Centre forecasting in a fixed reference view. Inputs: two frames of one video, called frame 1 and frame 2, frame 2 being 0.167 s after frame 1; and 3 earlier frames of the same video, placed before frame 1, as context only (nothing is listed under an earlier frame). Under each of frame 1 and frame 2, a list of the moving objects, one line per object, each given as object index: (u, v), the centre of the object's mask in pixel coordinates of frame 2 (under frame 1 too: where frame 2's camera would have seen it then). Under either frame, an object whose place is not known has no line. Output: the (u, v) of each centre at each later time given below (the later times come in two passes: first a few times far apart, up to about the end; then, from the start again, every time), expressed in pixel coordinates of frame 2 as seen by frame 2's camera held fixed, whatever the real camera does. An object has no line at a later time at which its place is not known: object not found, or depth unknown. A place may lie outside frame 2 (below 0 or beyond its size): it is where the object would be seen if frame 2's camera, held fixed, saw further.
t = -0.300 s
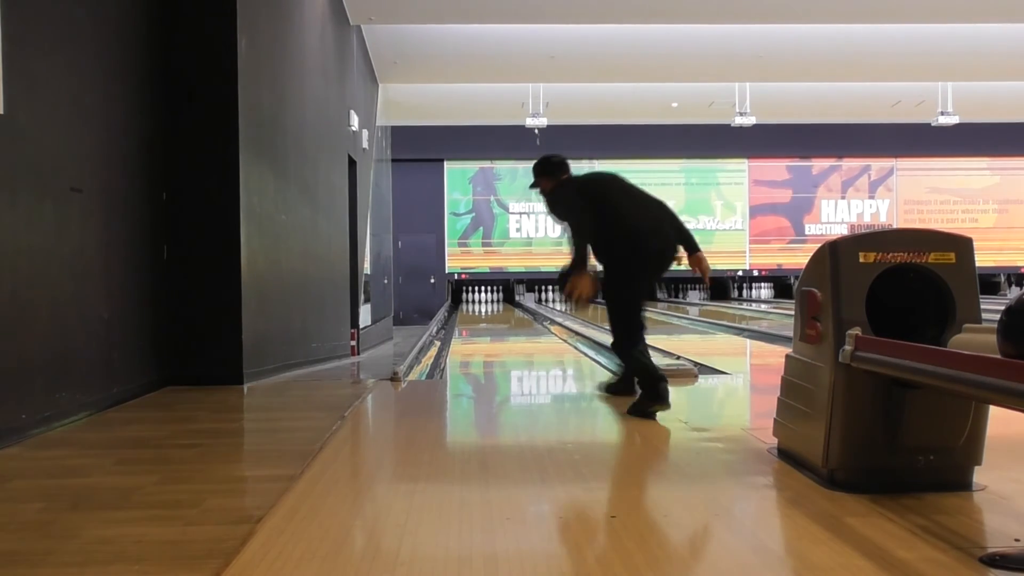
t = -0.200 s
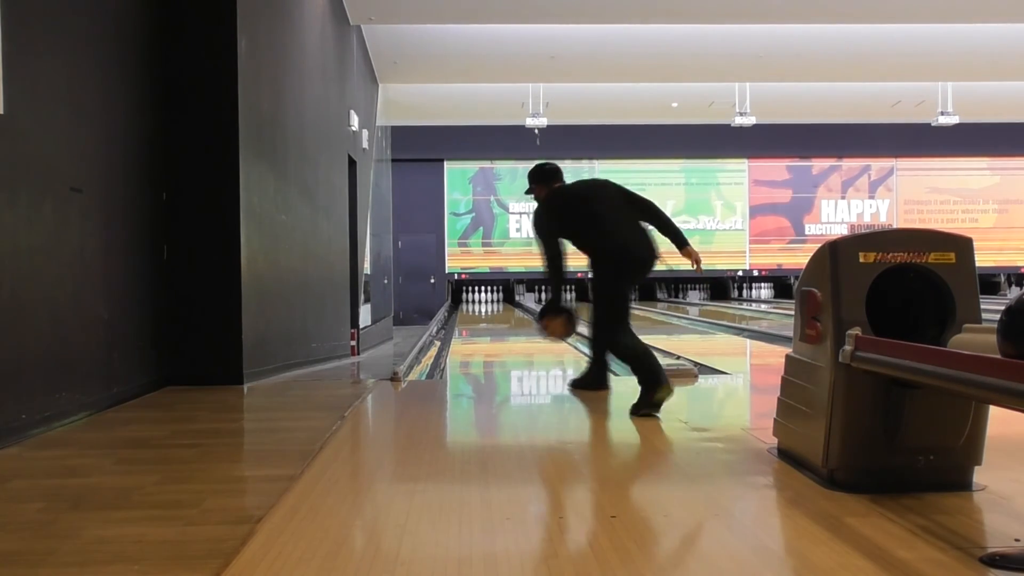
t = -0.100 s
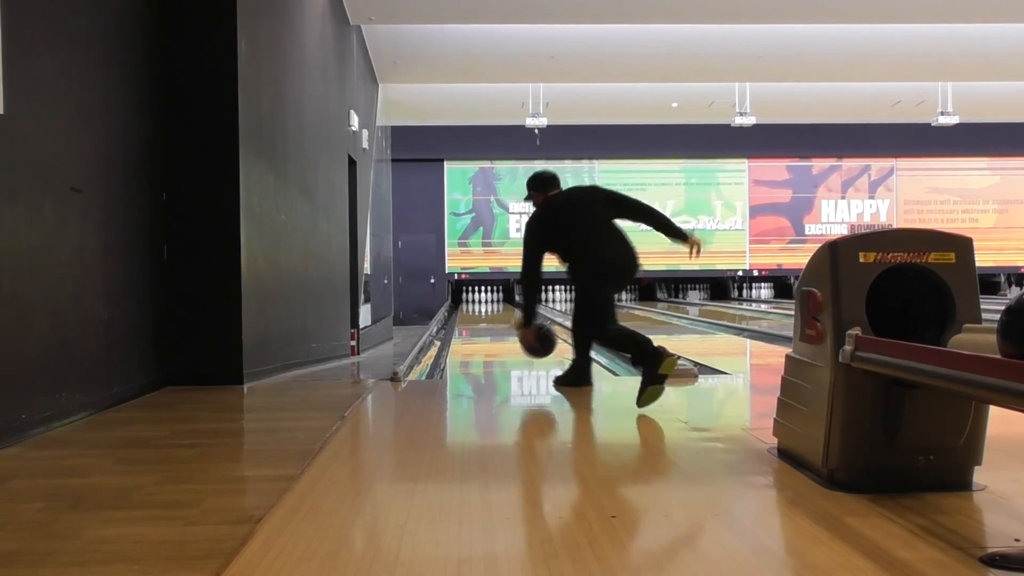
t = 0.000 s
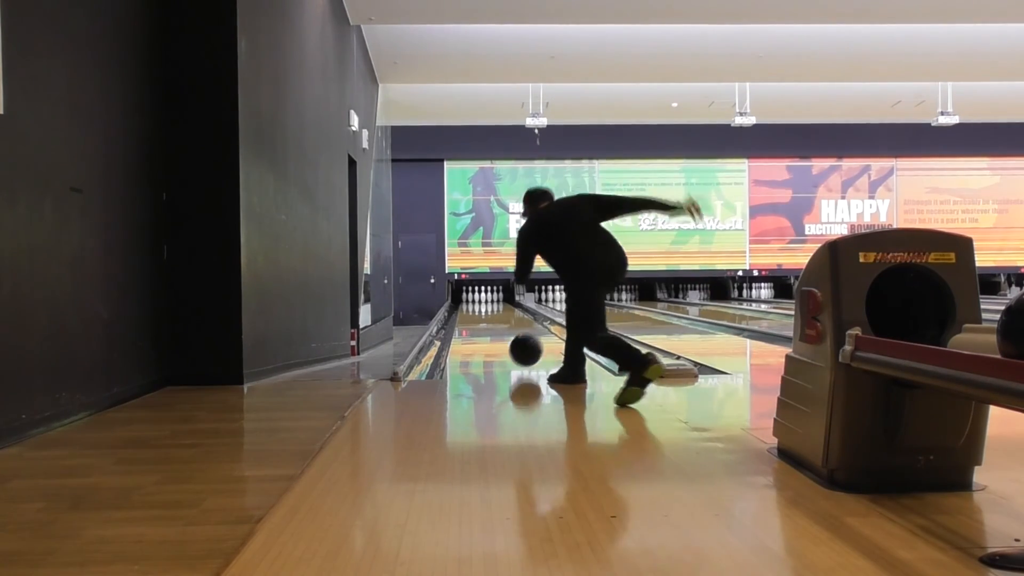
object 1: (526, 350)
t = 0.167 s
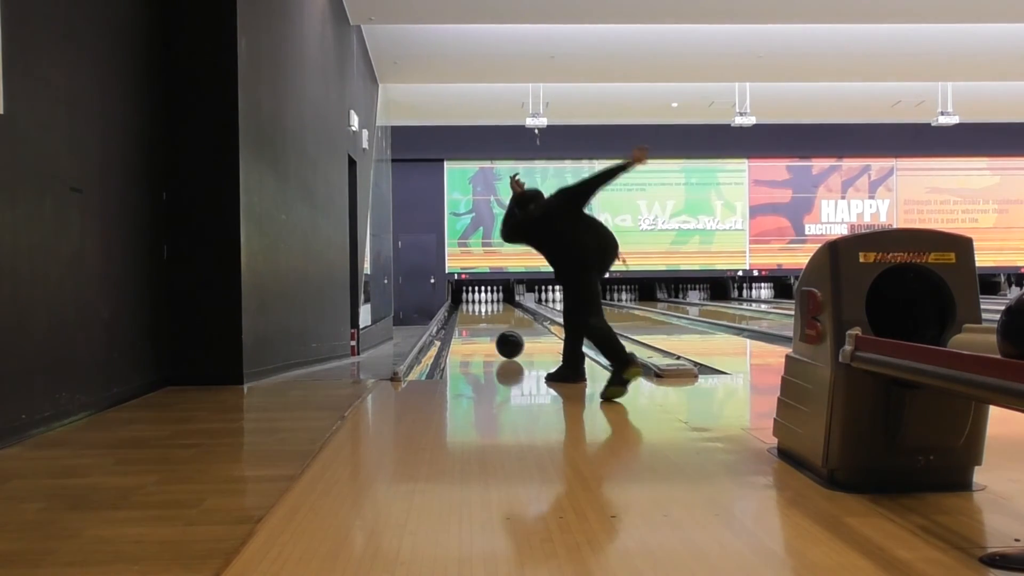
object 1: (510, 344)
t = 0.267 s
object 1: (502, 339)
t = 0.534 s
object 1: (488, 329)
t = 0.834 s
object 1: (477, 321)
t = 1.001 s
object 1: (474, 317)
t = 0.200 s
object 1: (507, 343)
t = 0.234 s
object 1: (505, 341)
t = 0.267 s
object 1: (502, 339)
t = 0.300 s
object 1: (500, 338)
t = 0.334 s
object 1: (498, 336)
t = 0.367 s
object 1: (496, 335)
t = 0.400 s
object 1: (494, 334)
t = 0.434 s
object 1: (493, 332)
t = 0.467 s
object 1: (491, 331)
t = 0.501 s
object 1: (489, 330)
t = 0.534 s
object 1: (488, 329)
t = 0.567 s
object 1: (486, 328)
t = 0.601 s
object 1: (485, 327)
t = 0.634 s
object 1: (484, 326)
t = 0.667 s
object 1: (483, 325)
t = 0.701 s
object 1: (482, 324)
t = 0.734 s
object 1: (481, 323)
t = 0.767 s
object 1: (479, 322)
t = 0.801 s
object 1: (478, 322)
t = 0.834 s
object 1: (477, 321)
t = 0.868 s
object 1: (476, 320)
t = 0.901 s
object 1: (476, 319)
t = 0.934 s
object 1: (475, 318)
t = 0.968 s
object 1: (474, 318)
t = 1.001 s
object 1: (474, 317)
